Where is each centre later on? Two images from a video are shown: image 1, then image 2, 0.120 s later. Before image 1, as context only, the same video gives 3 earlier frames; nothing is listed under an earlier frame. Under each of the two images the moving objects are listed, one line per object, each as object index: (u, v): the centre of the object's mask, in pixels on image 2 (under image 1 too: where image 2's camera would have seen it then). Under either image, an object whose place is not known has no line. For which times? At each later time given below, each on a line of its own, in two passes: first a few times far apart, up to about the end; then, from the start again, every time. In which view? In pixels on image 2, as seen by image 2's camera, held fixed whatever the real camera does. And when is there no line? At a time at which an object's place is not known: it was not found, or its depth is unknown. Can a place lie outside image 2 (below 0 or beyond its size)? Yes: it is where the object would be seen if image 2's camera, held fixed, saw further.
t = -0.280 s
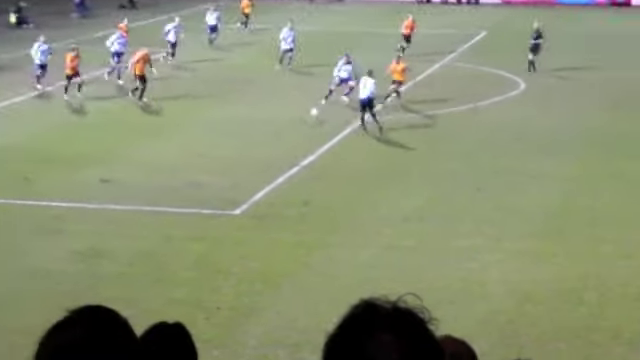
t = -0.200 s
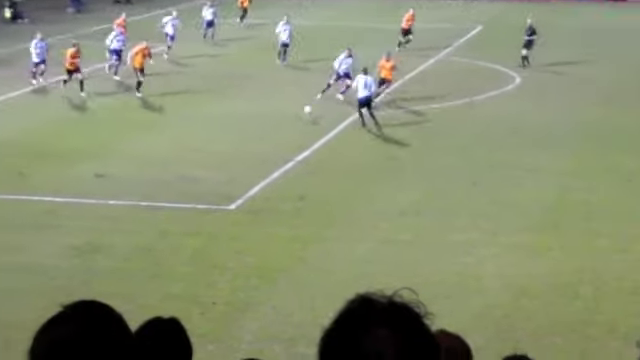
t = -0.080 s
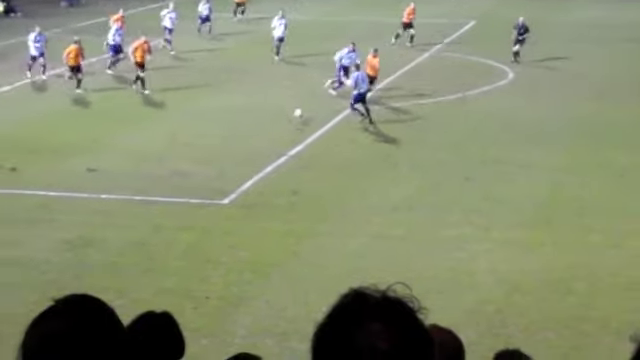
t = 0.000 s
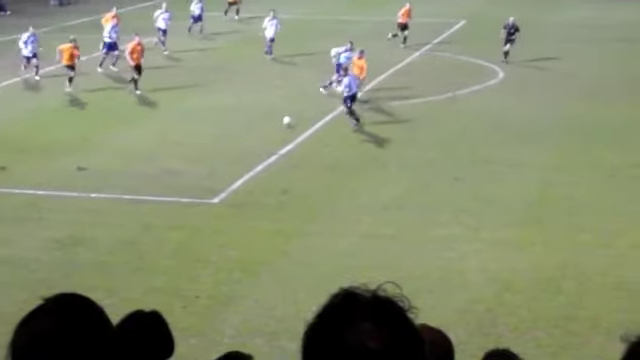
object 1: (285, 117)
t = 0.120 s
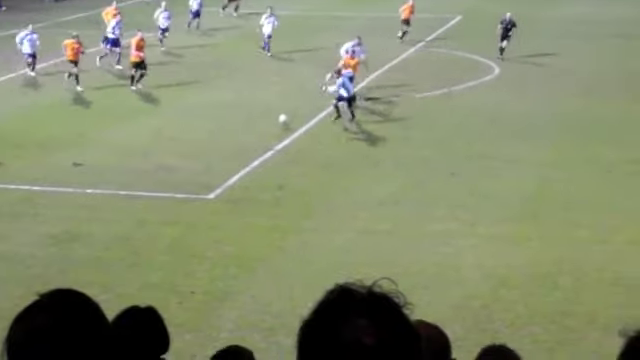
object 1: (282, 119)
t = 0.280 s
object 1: (281, 130)
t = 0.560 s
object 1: (287, 144)
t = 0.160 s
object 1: (282, 120)
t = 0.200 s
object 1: (281, 122)
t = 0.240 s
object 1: (280, 126)
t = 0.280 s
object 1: (281, 130)
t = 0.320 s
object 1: (280, 132)
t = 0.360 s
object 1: (281, 131)
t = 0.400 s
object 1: (281, 133)
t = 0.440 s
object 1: (284, 135)
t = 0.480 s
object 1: (285, 136)
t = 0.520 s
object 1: (284, 138)
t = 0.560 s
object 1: (287, 144)
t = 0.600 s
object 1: (289, 145)
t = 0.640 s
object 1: (289, 147)
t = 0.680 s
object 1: (292, 149)
